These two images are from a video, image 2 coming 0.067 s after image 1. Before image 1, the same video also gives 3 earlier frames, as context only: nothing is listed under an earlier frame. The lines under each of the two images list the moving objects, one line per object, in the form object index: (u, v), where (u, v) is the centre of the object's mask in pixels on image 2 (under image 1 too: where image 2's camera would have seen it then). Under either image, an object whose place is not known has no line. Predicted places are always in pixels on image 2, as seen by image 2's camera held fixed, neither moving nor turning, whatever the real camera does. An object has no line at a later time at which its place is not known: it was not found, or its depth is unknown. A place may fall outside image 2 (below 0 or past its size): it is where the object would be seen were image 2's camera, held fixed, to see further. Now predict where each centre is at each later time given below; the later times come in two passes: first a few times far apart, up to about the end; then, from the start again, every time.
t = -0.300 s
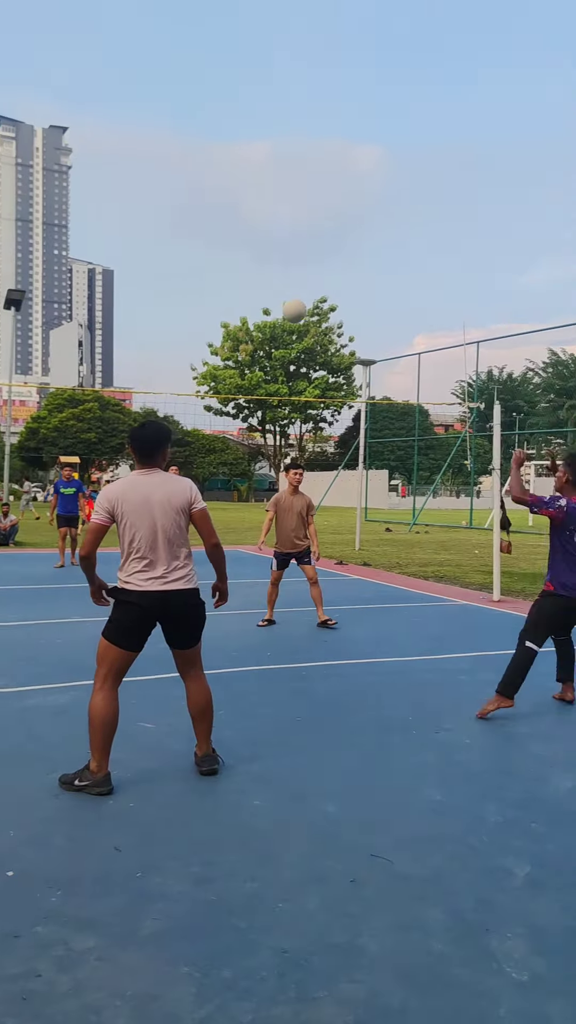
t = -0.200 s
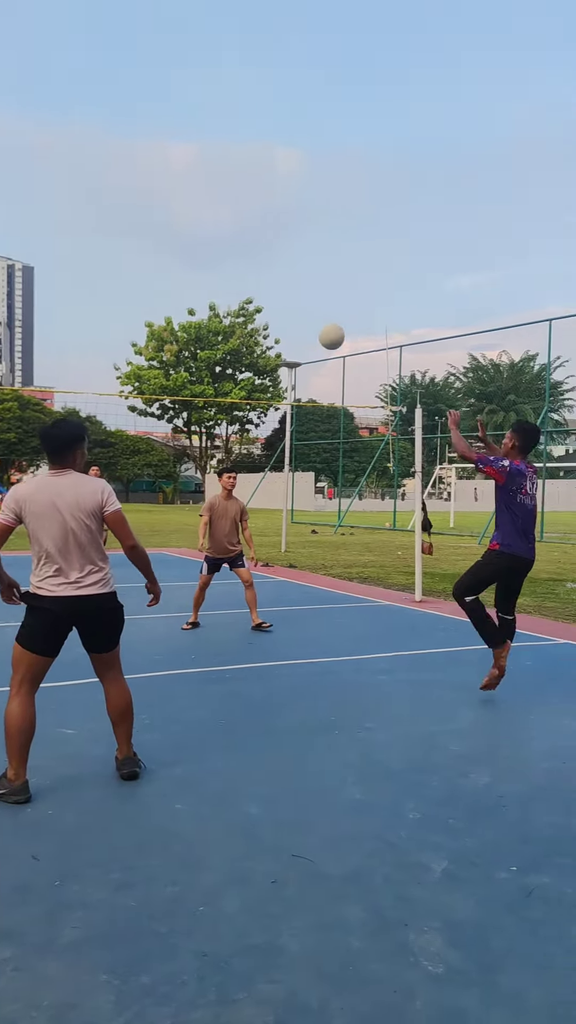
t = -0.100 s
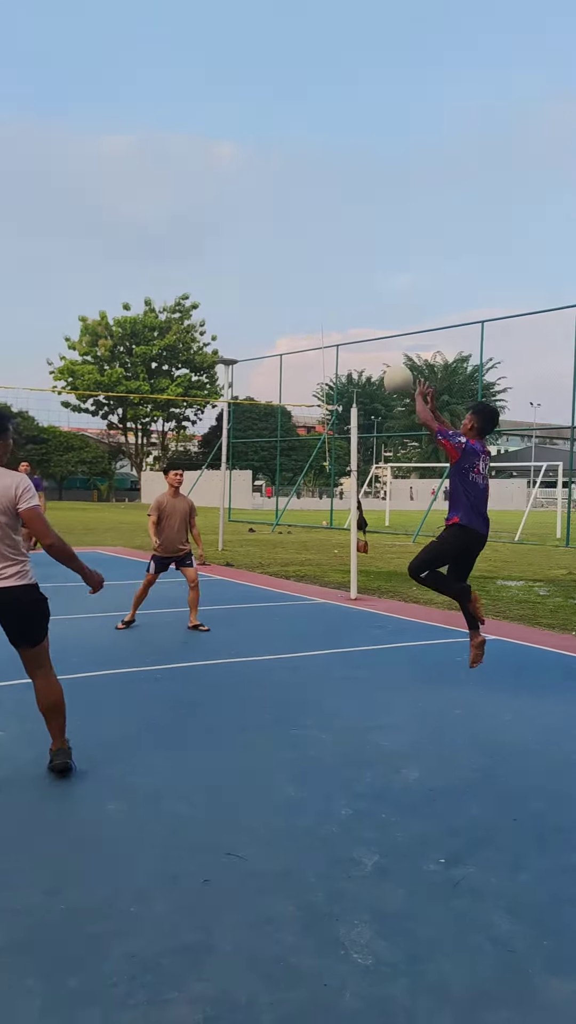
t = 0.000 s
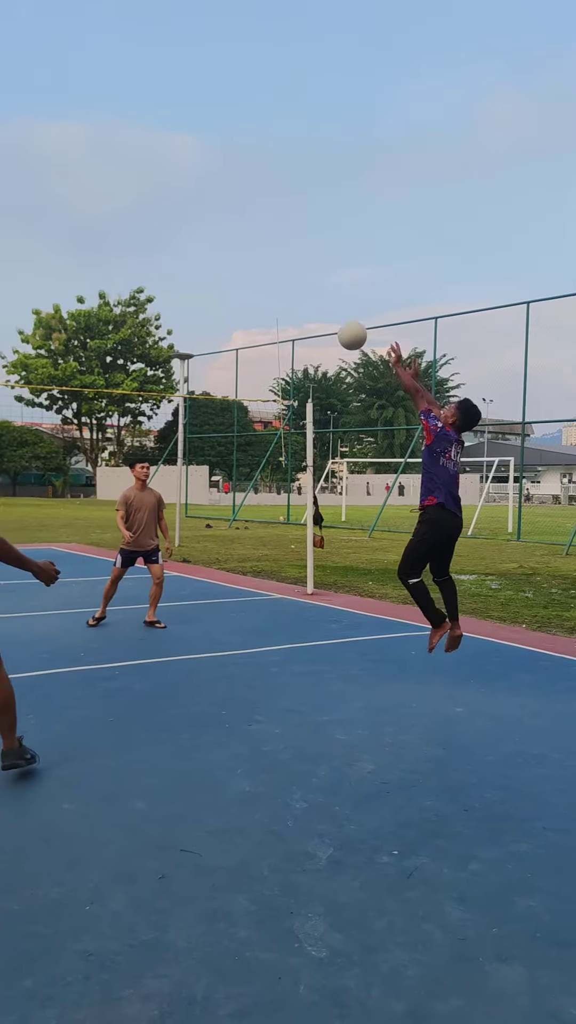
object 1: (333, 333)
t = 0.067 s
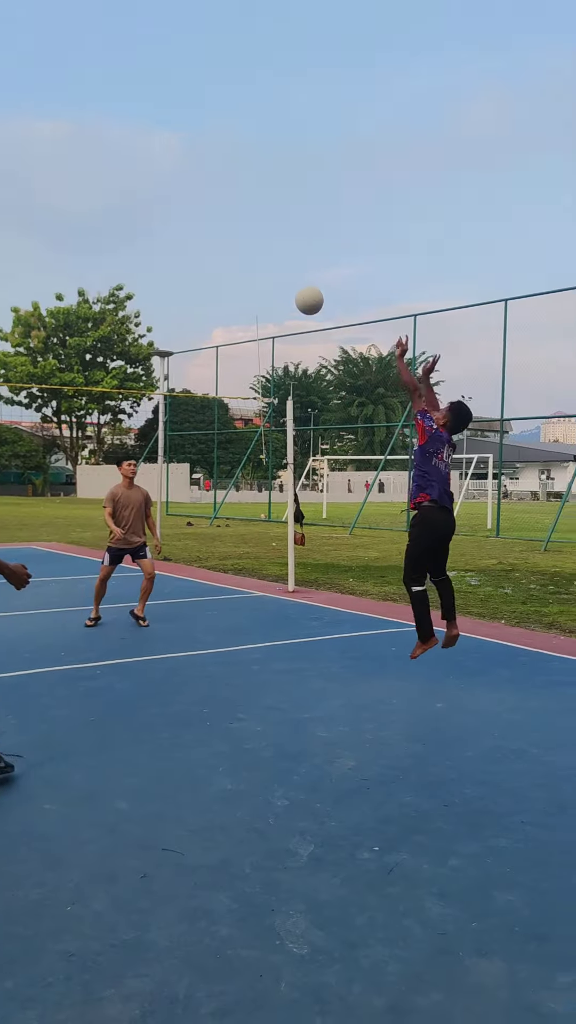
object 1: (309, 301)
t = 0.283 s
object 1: (244, 252)
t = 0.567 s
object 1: (175, 278)
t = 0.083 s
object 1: (304, 294)
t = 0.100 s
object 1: (298, 288)
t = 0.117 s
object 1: (293, 282)
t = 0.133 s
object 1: (287, 277)
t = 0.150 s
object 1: (282, 272)
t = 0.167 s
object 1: (277, 268)
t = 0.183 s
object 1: (271, 264)
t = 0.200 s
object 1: (266, 261)
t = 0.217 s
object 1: (261, 258)
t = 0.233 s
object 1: (257, 256)
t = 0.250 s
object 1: (252, 254)
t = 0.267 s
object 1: (248, 252)
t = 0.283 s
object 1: (244, 252)
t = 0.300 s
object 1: (234, 249)
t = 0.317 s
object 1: (230, 249)
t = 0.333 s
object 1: (226, 249)
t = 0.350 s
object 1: (222, 250)
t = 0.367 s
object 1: (218, 250)
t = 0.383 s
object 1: (214, 251)
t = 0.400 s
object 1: (211, 252)
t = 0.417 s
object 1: (207, 253)
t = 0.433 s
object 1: (203, 255)
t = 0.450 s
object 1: (199, 257)
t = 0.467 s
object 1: (196, 259)
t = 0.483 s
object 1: (192, 262)
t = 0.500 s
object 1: (188, 265)
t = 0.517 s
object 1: (185, 268)
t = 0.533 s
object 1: (181, 271)
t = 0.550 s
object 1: (178, 274)
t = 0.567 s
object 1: (175, 278)
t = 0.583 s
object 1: (172, 283)
